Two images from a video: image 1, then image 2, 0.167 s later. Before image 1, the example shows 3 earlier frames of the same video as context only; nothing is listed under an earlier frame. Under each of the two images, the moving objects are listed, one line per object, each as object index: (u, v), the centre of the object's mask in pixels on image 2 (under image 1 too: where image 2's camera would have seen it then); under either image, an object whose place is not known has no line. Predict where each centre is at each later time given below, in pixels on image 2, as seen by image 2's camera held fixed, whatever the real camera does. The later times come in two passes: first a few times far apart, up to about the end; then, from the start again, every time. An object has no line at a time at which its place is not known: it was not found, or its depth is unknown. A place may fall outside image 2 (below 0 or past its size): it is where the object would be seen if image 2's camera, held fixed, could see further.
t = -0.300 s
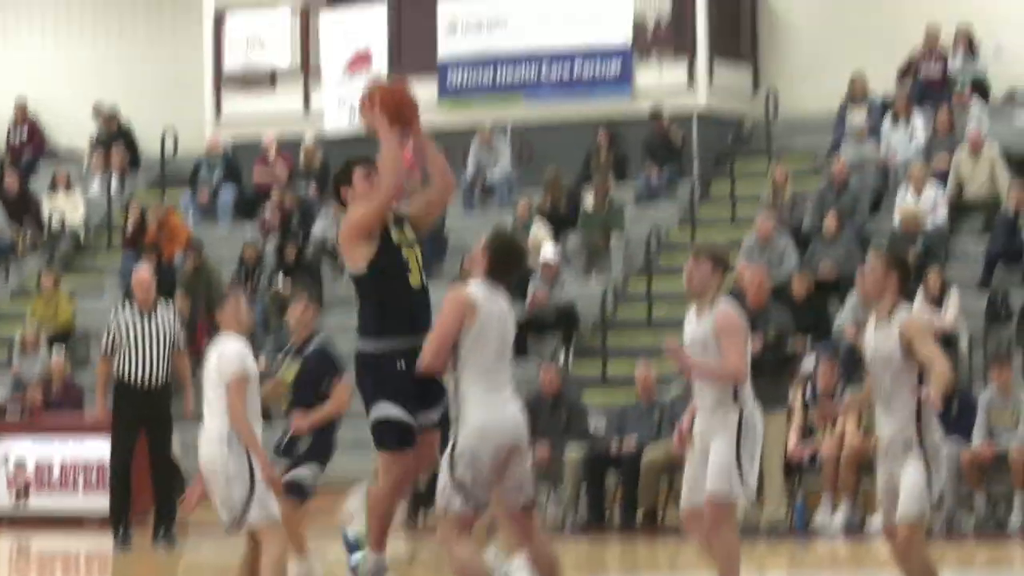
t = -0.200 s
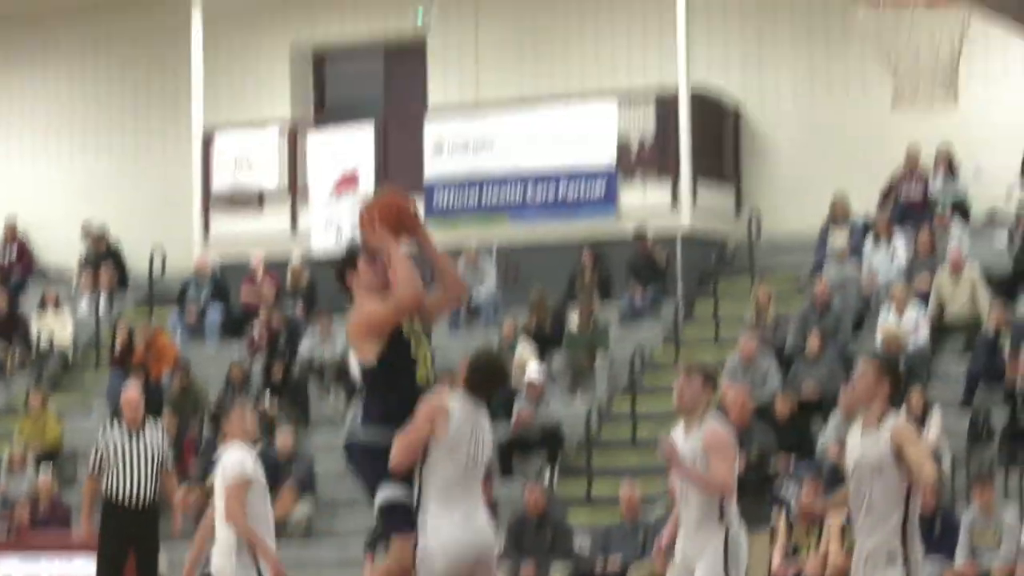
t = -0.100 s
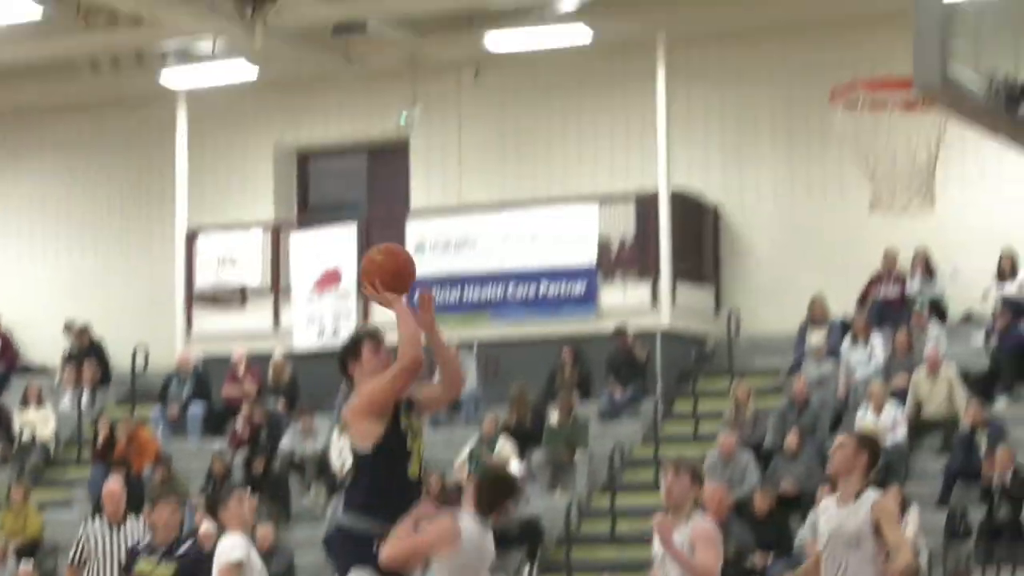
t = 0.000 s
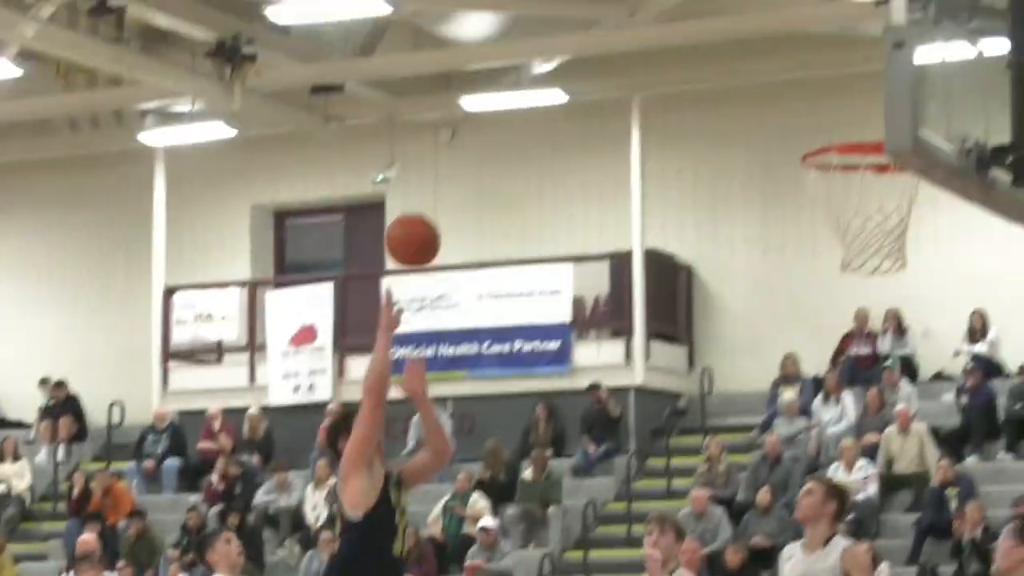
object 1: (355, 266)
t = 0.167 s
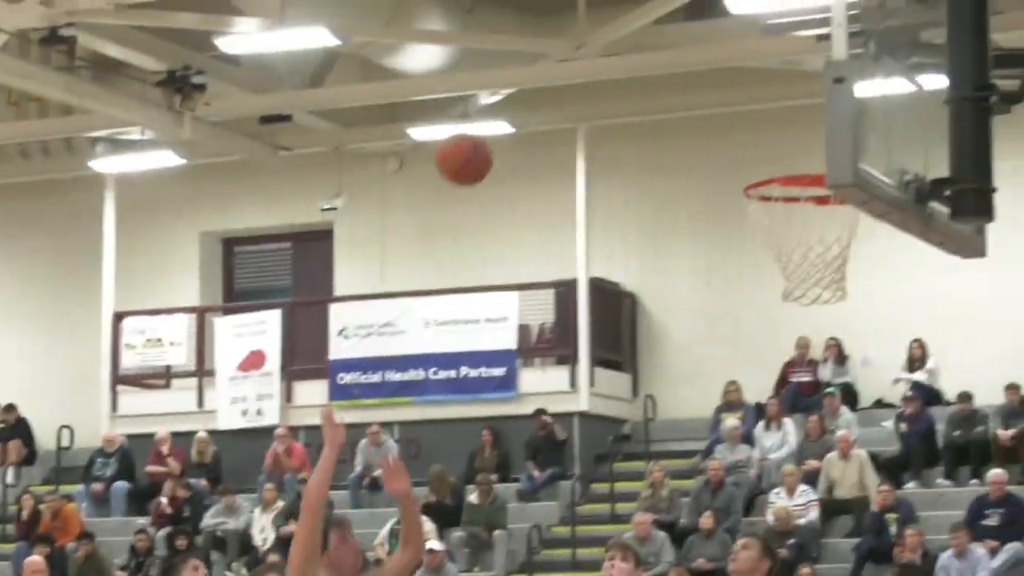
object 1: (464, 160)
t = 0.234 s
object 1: (508, 131)
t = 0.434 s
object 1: (642, 108)
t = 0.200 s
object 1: (485, 144)
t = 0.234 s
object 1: (508, 131)
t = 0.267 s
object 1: (531, 120)
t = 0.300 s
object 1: (551, 113)
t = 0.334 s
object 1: (574, 108)
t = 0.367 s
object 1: (596, 105)
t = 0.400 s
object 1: (618, 105)
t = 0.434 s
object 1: (642, 108)
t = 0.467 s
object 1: (666, 113)
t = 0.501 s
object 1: (691, 121)
